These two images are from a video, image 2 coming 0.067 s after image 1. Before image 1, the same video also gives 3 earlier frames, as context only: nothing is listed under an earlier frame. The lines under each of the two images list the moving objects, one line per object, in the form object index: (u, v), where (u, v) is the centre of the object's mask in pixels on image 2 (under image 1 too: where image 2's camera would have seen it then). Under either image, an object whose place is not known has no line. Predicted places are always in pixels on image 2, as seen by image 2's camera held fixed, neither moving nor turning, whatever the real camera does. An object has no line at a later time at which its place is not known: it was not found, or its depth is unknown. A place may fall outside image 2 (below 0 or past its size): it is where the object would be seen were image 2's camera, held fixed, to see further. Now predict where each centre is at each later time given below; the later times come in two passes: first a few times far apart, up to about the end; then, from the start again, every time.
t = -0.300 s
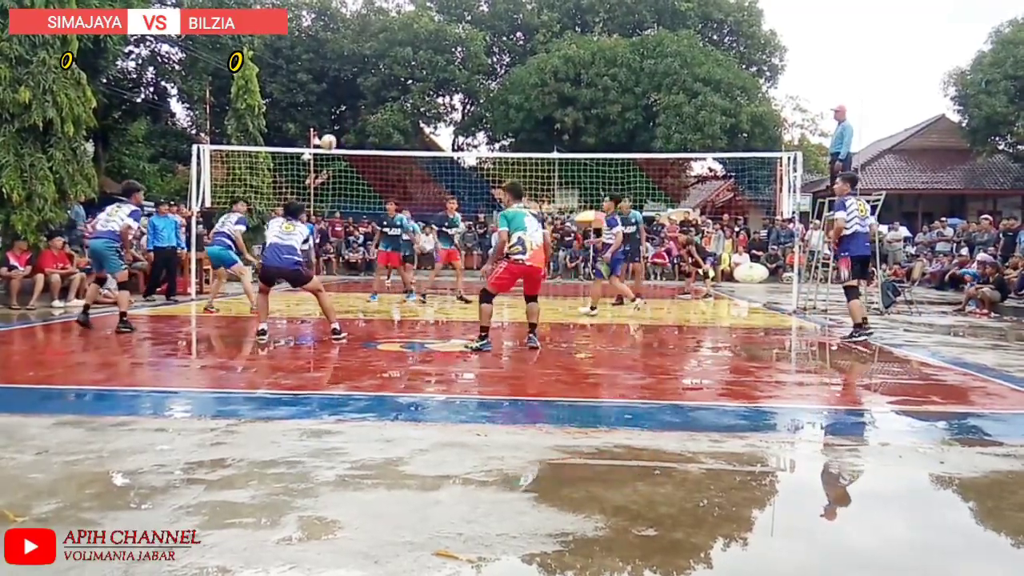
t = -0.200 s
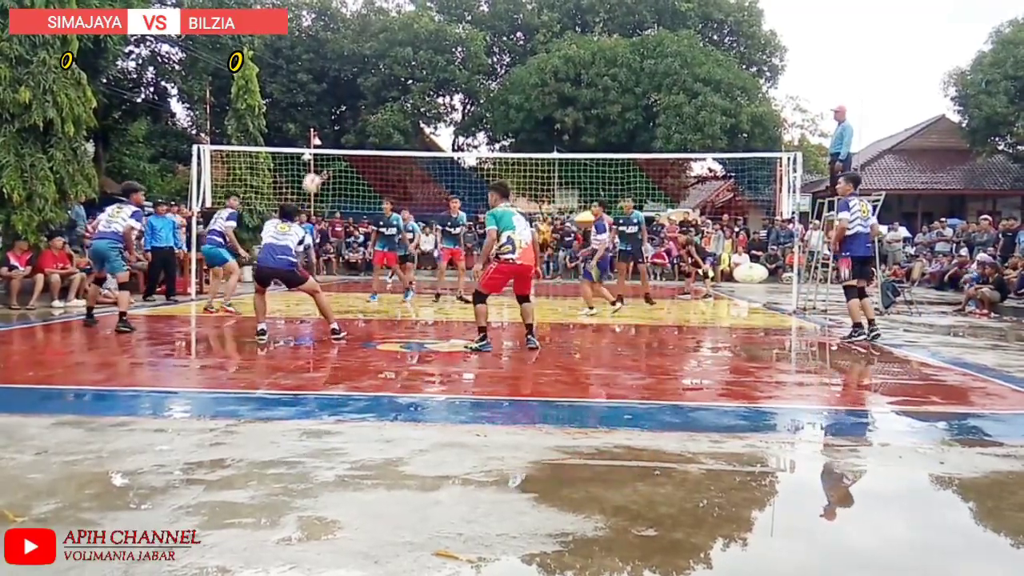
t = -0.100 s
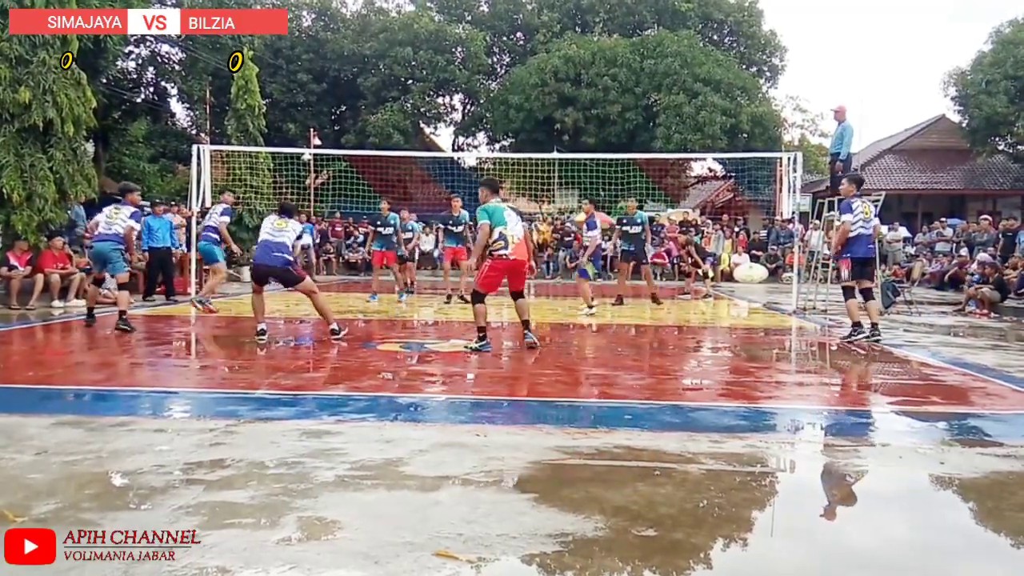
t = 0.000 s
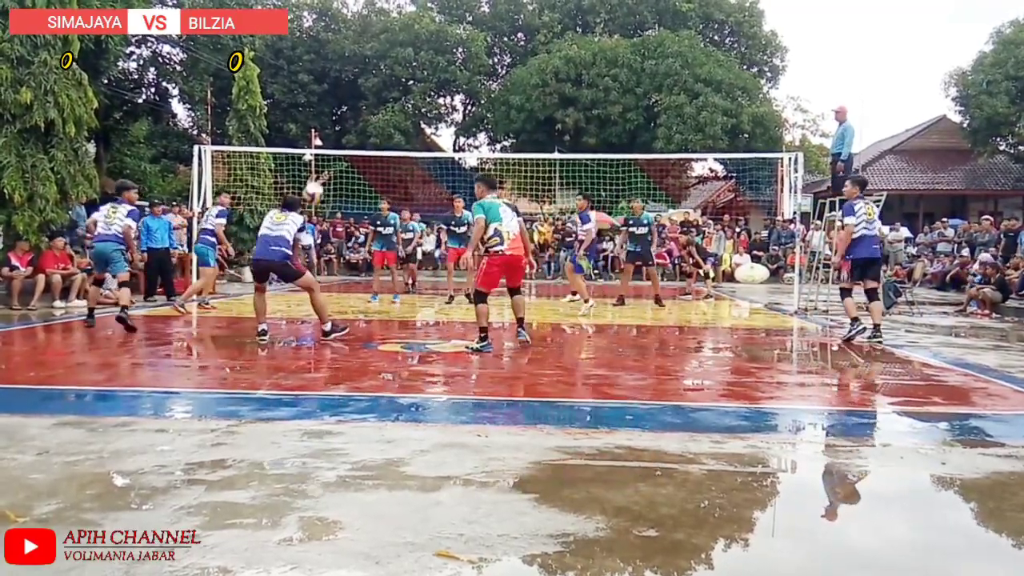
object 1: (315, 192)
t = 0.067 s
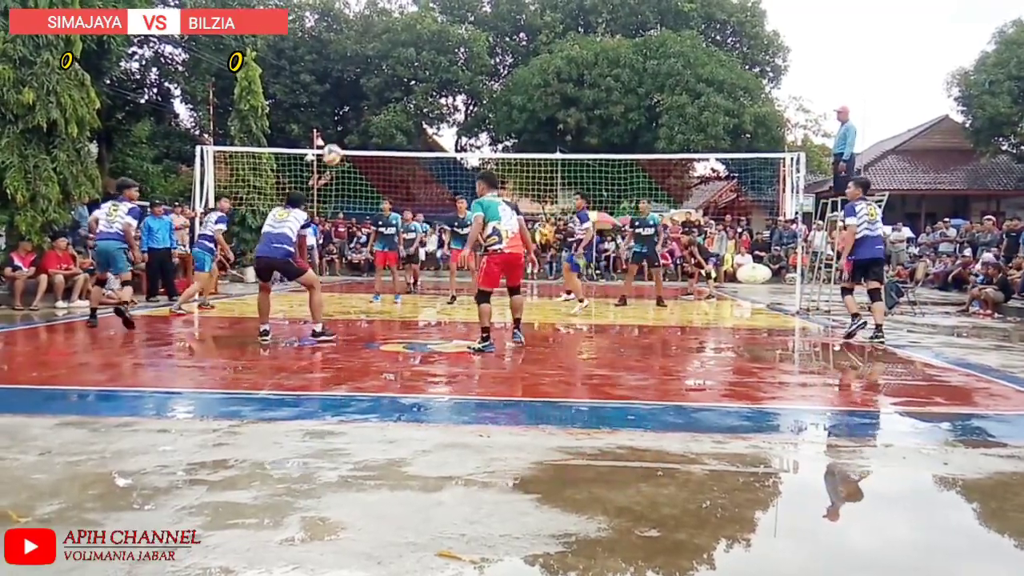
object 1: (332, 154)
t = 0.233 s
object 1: (370, 79)
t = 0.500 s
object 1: (425, 18)
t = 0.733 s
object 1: (467, 16)
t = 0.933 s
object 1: (498, 45)
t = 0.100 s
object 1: (340, 136)
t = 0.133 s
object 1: (347, 120)
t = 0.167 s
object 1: (355, 105)
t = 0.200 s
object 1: (363, 91)
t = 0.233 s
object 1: (370, 79)
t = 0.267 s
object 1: (377, 68)
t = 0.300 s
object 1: (385, 57)
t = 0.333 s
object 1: (392, 48)
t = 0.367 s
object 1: (398, 40)
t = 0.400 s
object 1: (406, 33)
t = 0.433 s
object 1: (413, 28)
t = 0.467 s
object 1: (419, 22)
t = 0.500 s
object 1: (425, 18)
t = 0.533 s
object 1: (431, 14)
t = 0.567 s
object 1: (438, 13)
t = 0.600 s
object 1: (444, 11)
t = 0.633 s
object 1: (450, 10)
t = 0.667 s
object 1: (456, 12)
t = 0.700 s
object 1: (462, 14)
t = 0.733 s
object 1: (467, 16)
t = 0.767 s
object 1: (472, 18)
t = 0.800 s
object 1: (478, 22)
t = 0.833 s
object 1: (484, 27)
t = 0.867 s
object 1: (489, 32)
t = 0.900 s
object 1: (494, 39)
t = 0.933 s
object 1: (498, 45)
